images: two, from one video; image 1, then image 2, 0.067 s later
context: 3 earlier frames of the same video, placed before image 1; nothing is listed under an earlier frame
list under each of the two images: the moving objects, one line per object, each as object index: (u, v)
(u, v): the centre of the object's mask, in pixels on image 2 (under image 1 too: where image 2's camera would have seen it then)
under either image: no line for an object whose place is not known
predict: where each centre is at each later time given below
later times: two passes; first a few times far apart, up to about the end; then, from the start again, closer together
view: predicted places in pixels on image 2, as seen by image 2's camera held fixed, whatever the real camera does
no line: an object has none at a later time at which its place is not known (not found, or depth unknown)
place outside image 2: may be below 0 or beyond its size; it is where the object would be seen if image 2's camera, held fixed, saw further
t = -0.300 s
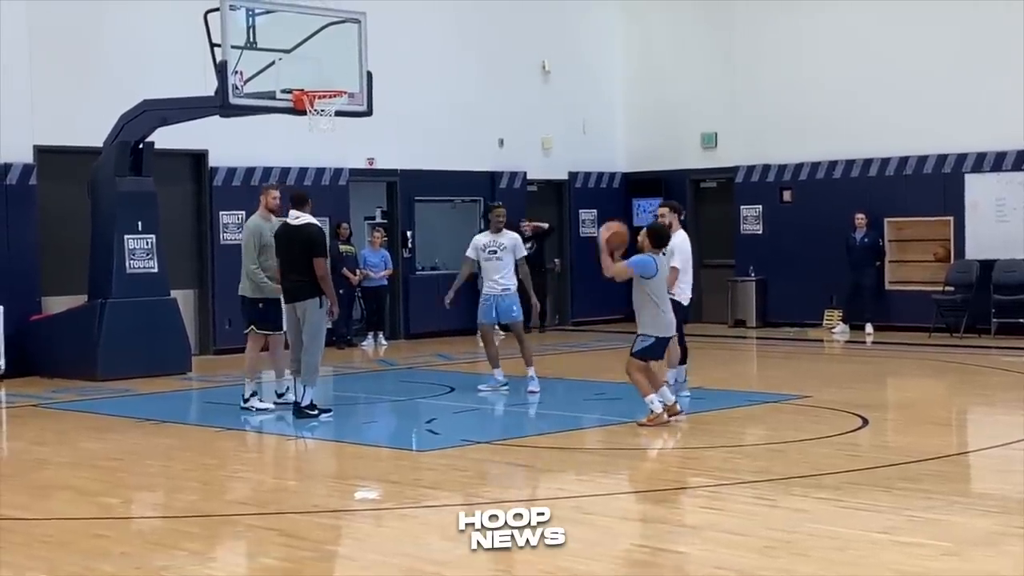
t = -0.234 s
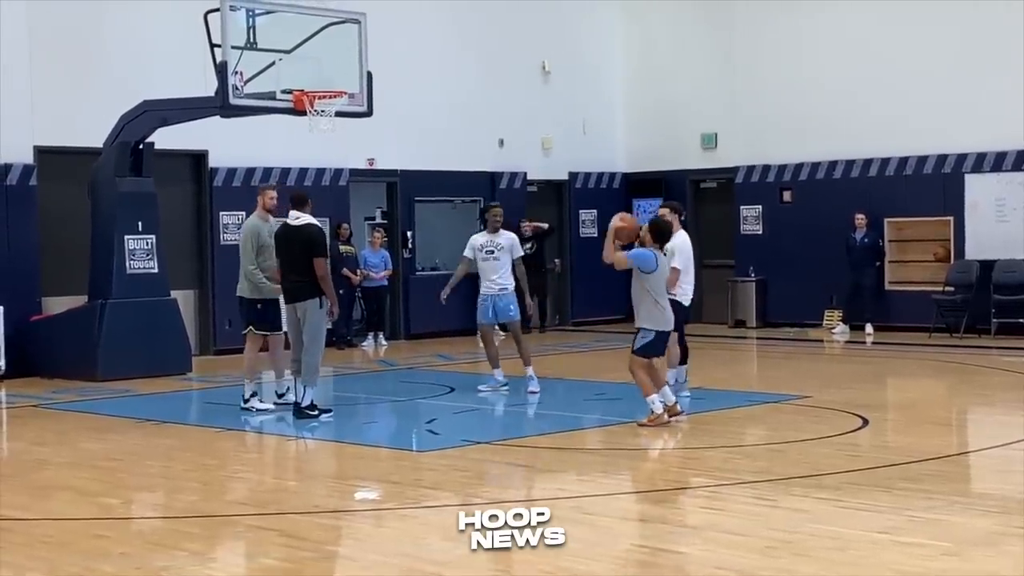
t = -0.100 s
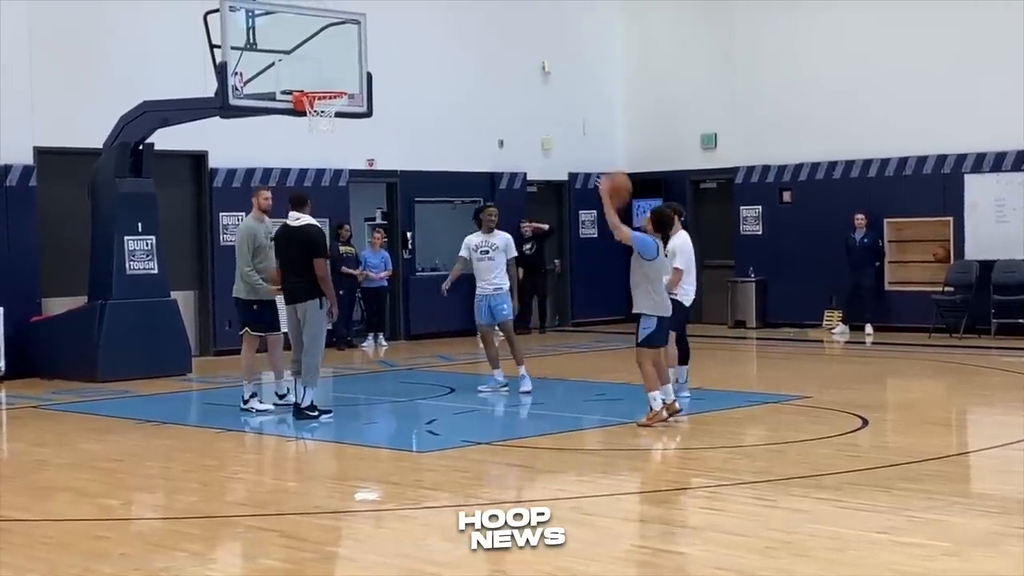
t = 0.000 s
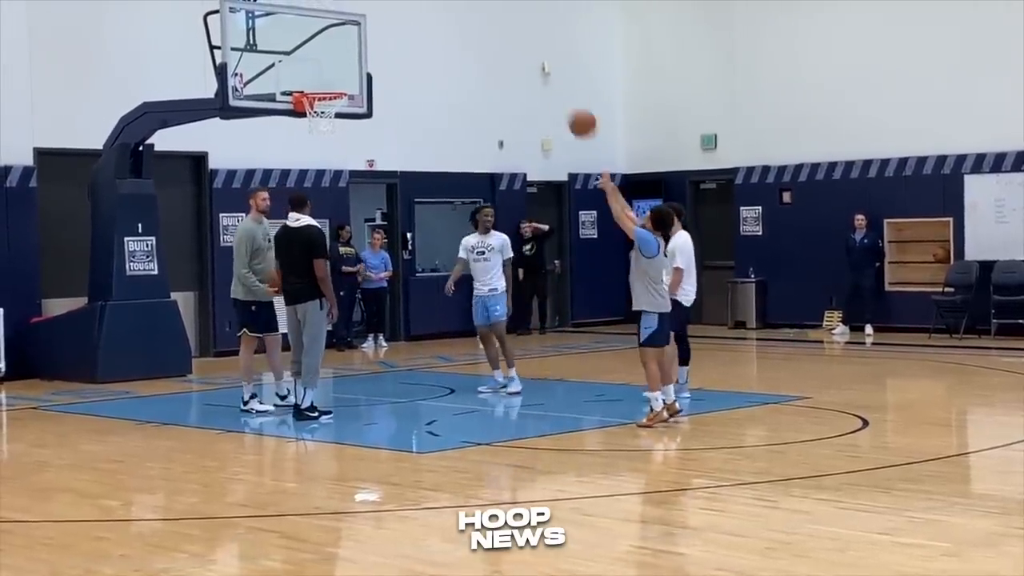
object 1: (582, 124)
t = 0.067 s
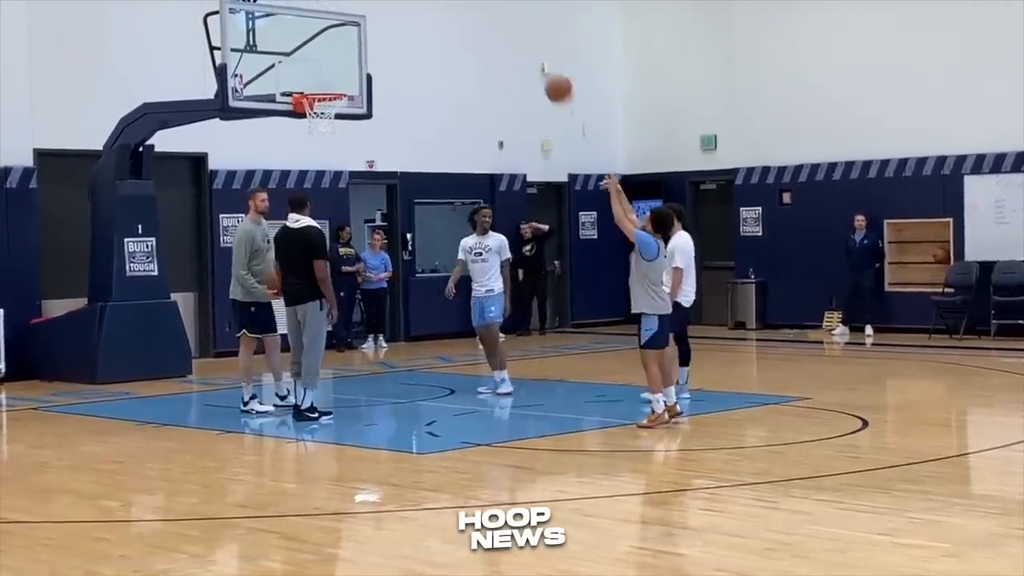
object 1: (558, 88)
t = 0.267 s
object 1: (493, 19)
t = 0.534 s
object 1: (416, 3)
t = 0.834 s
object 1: (344, 61)
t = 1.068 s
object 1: (320, 136)
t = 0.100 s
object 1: (547, 74)
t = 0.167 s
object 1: (525, 48)
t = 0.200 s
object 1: (514, 37)
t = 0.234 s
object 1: (504, 27)
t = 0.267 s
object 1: (493, 19)
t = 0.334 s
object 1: (473, 8)
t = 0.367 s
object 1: (463, 6)
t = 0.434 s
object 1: (444, 3)
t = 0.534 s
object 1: (416, 3)
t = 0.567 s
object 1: (408, 5)
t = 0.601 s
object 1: (400, 6)
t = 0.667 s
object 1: (383, 16)
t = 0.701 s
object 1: (374, 23)
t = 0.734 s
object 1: (366, 32)
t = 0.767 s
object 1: (359, 40)
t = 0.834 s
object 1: (344, 61)
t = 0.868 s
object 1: (336, 73)
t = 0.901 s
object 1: (329, 85)
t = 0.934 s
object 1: (322, 96)
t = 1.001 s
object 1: (314, 119)
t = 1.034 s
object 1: (317, 127)
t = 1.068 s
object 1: (320, 136)
